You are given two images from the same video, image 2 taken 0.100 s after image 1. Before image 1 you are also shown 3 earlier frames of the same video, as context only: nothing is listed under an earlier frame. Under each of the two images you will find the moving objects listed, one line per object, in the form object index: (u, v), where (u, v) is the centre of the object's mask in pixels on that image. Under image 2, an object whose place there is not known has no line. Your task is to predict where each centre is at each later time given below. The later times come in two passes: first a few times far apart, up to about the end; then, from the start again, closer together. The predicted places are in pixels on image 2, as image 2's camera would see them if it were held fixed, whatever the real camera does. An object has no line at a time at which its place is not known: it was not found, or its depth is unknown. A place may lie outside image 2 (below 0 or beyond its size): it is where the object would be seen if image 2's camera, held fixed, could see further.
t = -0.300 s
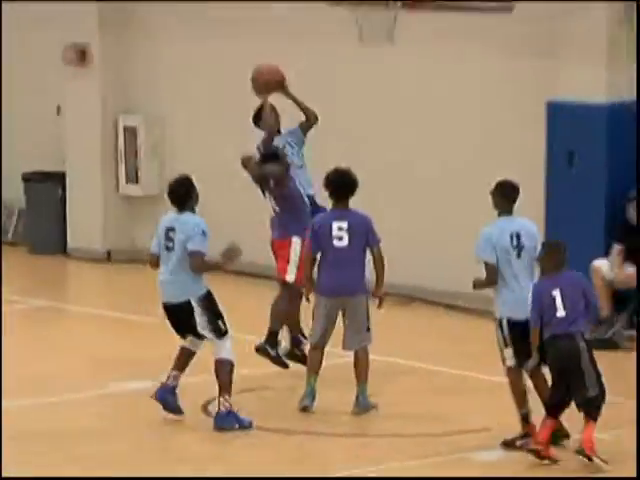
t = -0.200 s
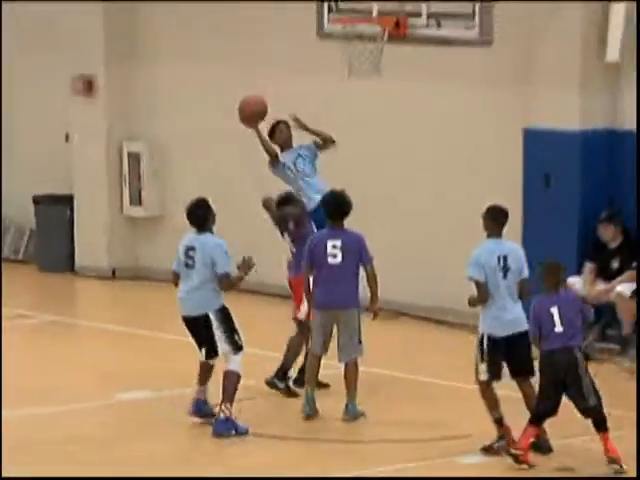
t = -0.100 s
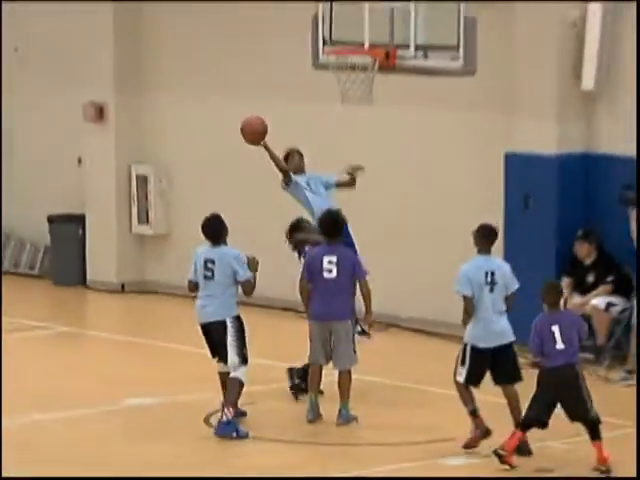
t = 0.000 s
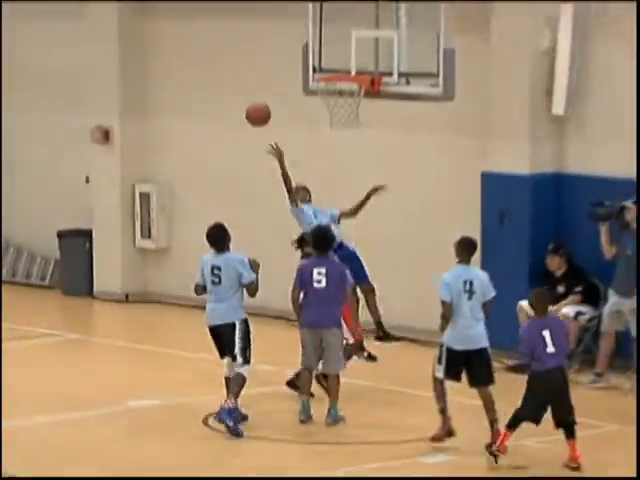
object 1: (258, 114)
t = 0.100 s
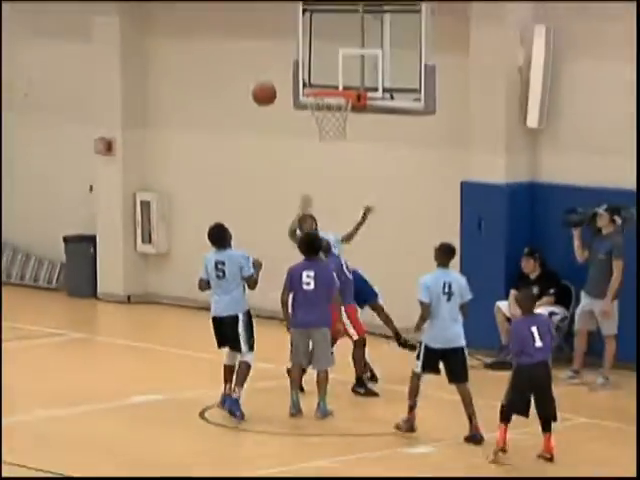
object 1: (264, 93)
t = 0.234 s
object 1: (281, 65)
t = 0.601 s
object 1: (224, 113)
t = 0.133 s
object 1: (268, 85)
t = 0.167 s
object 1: (273, 77)
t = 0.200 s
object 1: (277, 71)
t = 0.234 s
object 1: (281, 65)
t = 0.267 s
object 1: (277, 65)
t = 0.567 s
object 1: (229, 104)
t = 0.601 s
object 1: (224, 113)
